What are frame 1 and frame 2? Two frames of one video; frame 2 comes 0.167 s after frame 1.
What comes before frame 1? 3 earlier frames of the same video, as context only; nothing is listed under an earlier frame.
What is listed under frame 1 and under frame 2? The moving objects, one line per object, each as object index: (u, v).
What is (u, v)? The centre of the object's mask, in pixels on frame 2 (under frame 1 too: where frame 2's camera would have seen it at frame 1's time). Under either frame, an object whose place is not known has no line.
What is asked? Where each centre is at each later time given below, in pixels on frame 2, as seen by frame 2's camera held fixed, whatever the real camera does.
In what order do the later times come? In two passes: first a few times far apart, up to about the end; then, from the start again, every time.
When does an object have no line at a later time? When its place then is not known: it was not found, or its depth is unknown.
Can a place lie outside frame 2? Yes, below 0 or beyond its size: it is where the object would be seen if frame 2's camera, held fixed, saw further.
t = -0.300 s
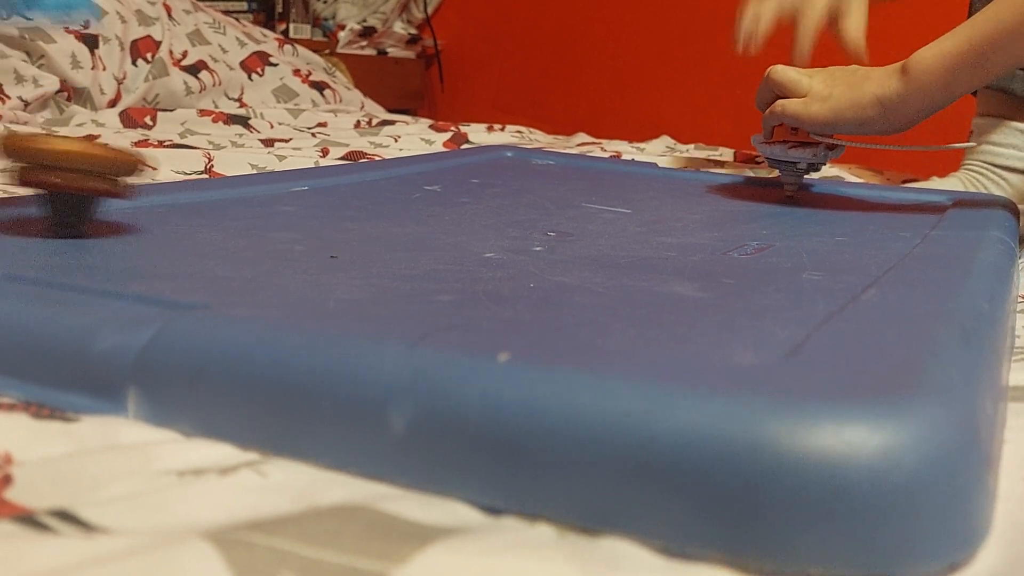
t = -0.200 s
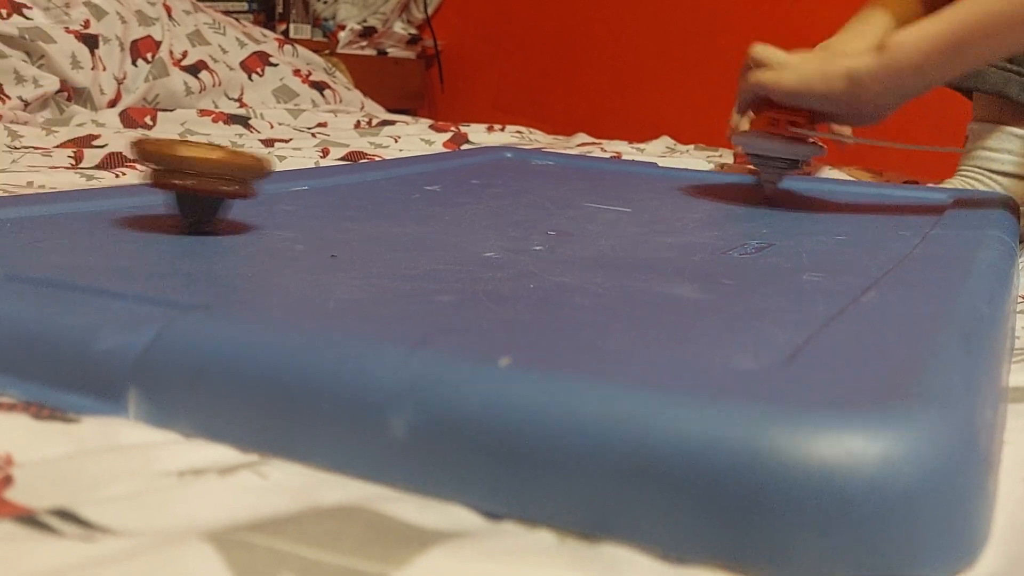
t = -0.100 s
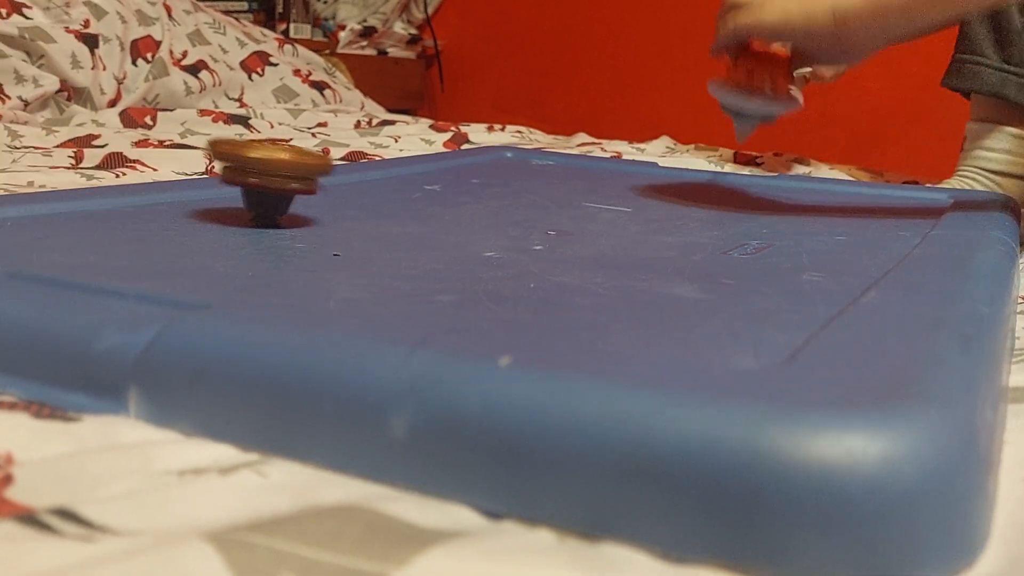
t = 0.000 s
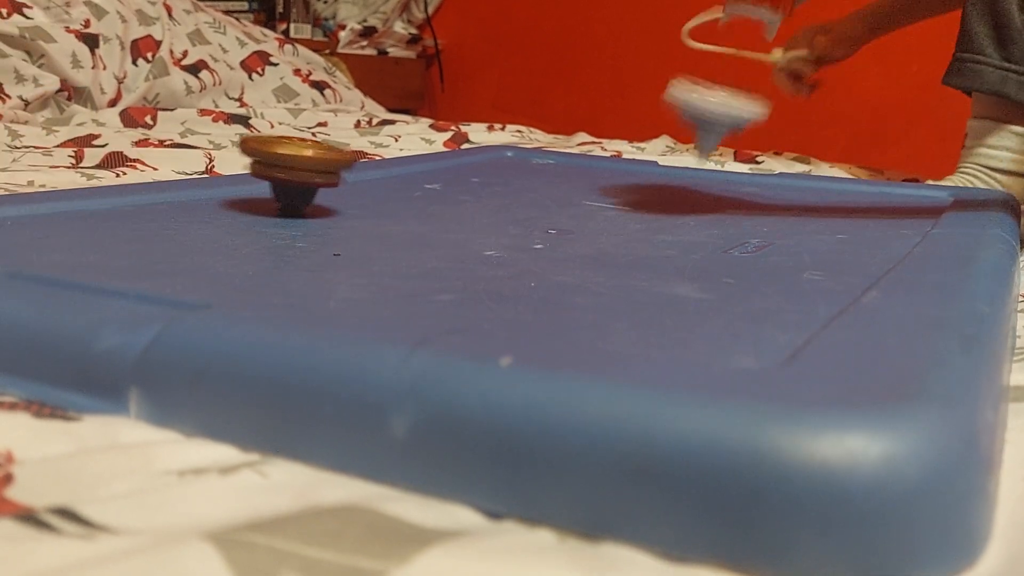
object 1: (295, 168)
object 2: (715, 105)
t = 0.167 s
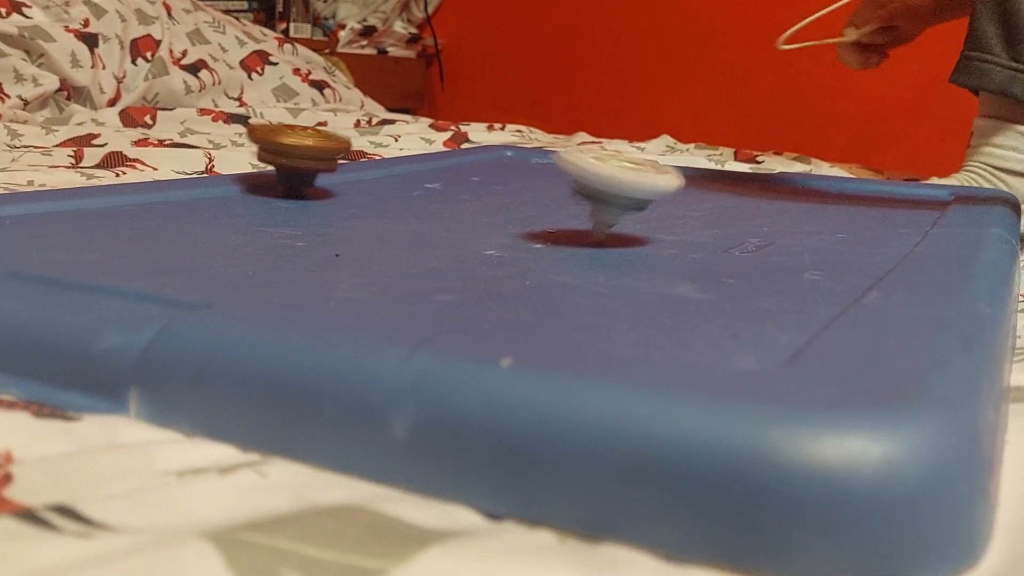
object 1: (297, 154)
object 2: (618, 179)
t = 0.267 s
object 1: (306, 151)
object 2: (524, 184)
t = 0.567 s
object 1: (363, 145)
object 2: (114, 170)
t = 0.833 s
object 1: (425, 141)
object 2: (51, 176)
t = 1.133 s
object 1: (505, 137)
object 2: (49, 170)
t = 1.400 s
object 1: (563, 133)
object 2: (63, 169)
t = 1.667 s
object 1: (565, 134)
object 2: (149, 171)
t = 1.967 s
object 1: (569, 138)
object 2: (300, 172)
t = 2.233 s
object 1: (556, 146)
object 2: (376, 164)
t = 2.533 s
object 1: (528, 159)
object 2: (414, 153)
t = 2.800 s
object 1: (509, 172)
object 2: (401, 140)
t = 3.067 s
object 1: (490, 184)
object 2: (390, 132)
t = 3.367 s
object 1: (473, 191)
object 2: (392, 131)
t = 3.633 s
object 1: (468, 191)
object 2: (392, 133)
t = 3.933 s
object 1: (461, 187)
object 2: (419, 138)
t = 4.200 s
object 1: (456, 180)
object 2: (476, 145)
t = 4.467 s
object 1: (460, 174)
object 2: (552, 156)
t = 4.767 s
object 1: (479, 171)
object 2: (658, 153)
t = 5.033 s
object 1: (503, 168)
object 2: (682, 148)
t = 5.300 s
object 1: (525, 168)
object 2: (675, 146)
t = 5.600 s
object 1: (532, 169)
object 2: (635, 146)
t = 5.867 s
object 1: (532, 169)
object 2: (597, 148)
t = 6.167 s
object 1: (538, 177)
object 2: (577, 143)
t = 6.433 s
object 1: (518, 177)
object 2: (576, 147)
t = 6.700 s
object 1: (490, 180)
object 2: (576, 152)
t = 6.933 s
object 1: (478, 178)
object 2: (586, 156)
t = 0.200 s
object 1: (295, 151)
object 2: (591, 182)
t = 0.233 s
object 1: (297, 148)
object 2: (559, 183)
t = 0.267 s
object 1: (306, 151)
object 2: (524, 184)
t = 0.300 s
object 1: (314, 151)
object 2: (485, 186)
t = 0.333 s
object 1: (320, 149)
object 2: (438, 187)
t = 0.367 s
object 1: (324, 136)
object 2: (387, 187)
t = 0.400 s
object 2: (333, 189)
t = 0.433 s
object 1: (338, 139)
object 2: (268, 189)
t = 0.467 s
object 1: (343, 147)
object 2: (191, 189)
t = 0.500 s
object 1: (348, 147)
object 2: (146, 161)
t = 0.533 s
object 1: (355, 146)
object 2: (129, 158)
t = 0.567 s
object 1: (363, 145)
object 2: (114, 170)
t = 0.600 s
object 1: (372, 145)
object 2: (112, 179)
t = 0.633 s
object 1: (381, 145)
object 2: (105, 178)
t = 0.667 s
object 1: (389, 145)
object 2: (97, 177)
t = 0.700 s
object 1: (396, 144)
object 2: (88, 176)
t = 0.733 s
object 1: (404, 143)
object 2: (77, 175)
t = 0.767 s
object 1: (410, 143)
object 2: (67, 176)
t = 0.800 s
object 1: (418, 142)
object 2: (59, 176)
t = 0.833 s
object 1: (425, 141)
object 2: (51, 176)
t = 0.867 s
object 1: (432, 141)
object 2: (52, 174)
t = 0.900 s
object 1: (439, 141)
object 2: (54, 175)
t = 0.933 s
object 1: (447, 140)
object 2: (55, 173)
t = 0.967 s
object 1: (454, 139)
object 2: (56, 172)
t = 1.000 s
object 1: (463, 139)
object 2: (57, 171)
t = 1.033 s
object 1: (471, 138)
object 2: (56, 171)
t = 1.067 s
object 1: (482, 138)
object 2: (54, 171)
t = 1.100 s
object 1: (492, 138)
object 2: (52, 170)
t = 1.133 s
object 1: (505, 137)
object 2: (49, 170)
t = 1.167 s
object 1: (516, 137)
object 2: (46, 170)
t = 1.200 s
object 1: (526, 137)
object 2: (48, 170)
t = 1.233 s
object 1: (535, 136)
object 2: (50, 170)
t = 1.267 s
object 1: (543, 136)
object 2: (52, 169)
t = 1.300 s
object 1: (549, 135)
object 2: (55, 169)
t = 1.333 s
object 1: (555, 134)
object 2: (57, 170)
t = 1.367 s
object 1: (559, 134)
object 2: (60, 169)
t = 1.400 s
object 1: (563, 133)
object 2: (63, 169)
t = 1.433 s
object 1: (567, 133)
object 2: (68, 169)
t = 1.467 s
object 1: (568, 132)
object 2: (73, 169)
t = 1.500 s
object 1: (567, 133)
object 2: (81, 168)
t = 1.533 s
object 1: (566, 133)
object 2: (91, 168)
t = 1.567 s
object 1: (565, 133)
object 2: (104, 169)
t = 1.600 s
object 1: (565, 133)
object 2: (117, 169)
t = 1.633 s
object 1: (565, 133)
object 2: (133, 170)
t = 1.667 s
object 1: (565, 134)
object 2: (149, 171)
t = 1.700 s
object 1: (565, 134)
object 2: (166, 172)
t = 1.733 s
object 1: (566, 135)
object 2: (186, 172)
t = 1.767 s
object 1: (567, 135)
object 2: (203, 173)
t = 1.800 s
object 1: (568, 135)
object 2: (221, 173)
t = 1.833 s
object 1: (568, 136)
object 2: (239, 173)
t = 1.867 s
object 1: (569, 137)
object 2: (256, 173)
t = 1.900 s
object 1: (569, 137)
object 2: (272, 173)
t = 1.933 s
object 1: (569, 138)
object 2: (286, 173)
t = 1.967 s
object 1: (569, 138)
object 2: (300, 172)
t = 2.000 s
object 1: (567, 139)
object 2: (313, 171)
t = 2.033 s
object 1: (565, 140)
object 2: (323, 170)
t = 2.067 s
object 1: (564, 141)
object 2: (333, 170)
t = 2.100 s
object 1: (562, 142)
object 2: (343, 168)
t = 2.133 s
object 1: (561, 143)
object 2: (352, 167)
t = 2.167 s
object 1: (559, 144)
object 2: (360, 167)
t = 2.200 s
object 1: (558, 145)
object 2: (367, 165)
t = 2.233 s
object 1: (556, 146)
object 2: (376, 164)
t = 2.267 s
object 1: (554, 148)
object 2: (382, 163)
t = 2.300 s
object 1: (551, 149)
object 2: (388, 162)
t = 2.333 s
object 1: (548, 150)
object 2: (393, 161)
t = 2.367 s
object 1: (546, 151)
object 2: (399, 160)
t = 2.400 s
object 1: (542, 153)
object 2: (402, 159)
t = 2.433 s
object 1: (539, 155)
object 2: (405, 157)
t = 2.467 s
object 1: (536, 156)
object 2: (408, 156)
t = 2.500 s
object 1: (532, 158)
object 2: (411, 155)
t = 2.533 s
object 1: (528, 159)
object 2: (414, 153)
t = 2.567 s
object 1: (525, 161)
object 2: (416, 152)
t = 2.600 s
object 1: (521, 163)
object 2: (418, 150)
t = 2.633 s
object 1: (517, 164)
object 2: (419, 149)
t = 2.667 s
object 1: (517, 166)
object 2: (416, 146)
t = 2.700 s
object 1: (515, 168)
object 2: (411, 145)
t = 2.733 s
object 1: (512, 169)
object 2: (406, 143)
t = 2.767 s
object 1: (510, 171)
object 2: (403, 141)
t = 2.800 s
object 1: (509, 172)
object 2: (401, 140)
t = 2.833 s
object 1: (506, 174)
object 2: (398, 138)
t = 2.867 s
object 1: (503, 175)
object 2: (396, 136)
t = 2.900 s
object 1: (499, 176)
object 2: (394, 135)
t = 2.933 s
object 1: (495, 178)
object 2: (393, 134)
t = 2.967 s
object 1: (493, 179)
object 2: (392, 134)
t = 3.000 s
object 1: (493, 181)
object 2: (391, 133)
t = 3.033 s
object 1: (492, 183)
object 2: (391, 132)
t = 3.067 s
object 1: (490, 184)
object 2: (390, 132)
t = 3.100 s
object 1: (488, 185)
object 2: (390, 131)
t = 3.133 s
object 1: (487, 186)
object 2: (389, 131)
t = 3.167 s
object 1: (485, 187)
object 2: (389, 131)
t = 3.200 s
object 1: (483, 188)
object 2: (390, 131)
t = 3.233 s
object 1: (481, 189)
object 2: (391, 131)
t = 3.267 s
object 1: (479, 189)
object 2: (391, 131)
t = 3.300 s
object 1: (477, 190)
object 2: (391, 131)
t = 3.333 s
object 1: (475, 190)
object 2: (391, 131)
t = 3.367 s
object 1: (473, 191)
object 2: (392, 131)
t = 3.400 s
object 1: (471, 191)
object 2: (391, 131)
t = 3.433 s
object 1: (469, 191)
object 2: (391, 131)
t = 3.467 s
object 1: (468, 191)
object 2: (391, 131)
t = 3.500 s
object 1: (468, 191)
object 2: (391, 132)
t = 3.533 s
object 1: (468, 191)
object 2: (391, 131)
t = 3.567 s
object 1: (468, 191)
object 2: (391, 132)
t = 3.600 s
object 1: (468, 191)
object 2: (391, 132)
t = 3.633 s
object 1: (468, 191)
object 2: (392, 133)
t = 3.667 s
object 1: (468, 191)
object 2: (393, 133)
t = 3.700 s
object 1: (468, 191)
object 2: (395, 133)
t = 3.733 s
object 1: (467, 190)
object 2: (396, 134)
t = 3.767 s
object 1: (465, 190)
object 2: (399, 134)
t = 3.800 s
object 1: (464, 189)
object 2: (400, 137)
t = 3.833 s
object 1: (463, 189)
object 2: (405, 137)
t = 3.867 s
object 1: (462, 188)
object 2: (409, 137)
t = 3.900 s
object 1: (460, 188)
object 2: (414, 140)
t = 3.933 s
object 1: (461, 187)
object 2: (419, 138)
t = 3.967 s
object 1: (462, 187)
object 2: (426, 140)
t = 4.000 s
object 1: (461, 186)
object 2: (430, 140)
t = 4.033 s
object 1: (459, 185)
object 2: (438, 140)
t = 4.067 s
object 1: (458, 184)
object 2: (445, 142)
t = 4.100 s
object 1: (457, 183)
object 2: (451, 143)
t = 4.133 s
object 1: (456, 182)
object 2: (460, 143)
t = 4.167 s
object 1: (456, 181)
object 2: (467, 144)
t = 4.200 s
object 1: (456, 180)
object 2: (476, 145)
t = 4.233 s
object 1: (456, 179)
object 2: (487, 146)
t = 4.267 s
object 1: (455, 178)
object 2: (496, 147)
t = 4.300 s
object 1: (454, 177)
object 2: (505, 150)
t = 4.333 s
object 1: (453, 176)
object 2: (515, 153)
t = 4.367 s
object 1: (455, 175)
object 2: (522, 154)
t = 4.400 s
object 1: (456, 175)
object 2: (529, 153)
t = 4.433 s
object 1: (457, 174)
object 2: (539, 155)
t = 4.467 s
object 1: (460, 174)
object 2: (552, 156)
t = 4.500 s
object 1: (461, 174)
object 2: (569, 156)
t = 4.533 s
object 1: (463, 173)
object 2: (583, 155)
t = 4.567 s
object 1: (465, 173)
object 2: (598, 155)
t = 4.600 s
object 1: (467, 172)
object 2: (611, 155)
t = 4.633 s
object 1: (469, 172)
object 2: (624, 155)
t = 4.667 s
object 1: (472, 172)
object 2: (635, 155)
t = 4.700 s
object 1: (475, 171)
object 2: (644, 154)
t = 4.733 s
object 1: (477, 171)
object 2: (651, 153)
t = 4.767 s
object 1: (479, 171)
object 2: (658, 153)
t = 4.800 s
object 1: (482, 170)
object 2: (664, 152)
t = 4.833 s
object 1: (484, 169)
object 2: (668, 152)
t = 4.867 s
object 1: (486, 169)
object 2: (673, 151)
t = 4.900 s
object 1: (489, 169)
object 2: (677, 150)
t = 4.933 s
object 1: (493, 169)
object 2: (679, 150)
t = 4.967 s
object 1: (496, 169)
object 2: (680, 149)
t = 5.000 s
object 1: (499, 169)
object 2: (681, 149)
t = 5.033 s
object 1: (503, 168)
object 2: (682, 148)
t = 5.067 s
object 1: (506, 168)
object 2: (682, 148)
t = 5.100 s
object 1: (509, 168)
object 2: (682, 147)
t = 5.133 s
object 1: (512, 168)
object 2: (682, 147)
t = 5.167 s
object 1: (515, 168)
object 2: (681, 147)
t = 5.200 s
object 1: (517, 168)
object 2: (681, 147)
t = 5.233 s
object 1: (520, 168)
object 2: (680, 146)
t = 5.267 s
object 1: (522, 168)
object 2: (678, 146)
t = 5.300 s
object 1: (525, 168)
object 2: (675, 146)
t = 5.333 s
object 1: (527, 168)
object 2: (673, 145)
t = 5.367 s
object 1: (528, 168)
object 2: (670, 145)
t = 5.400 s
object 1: (529, 168)
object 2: (667, 145)
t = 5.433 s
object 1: (531, 168)
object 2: (662, 145)
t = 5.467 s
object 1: (531, 169)
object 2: (658, 145)
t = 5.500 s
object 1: (532, 169)
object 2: (653, 145)
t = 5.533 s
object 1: (532, 169)
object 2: (647, 145)
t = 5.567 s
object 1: (532, 169)
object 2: (641, 145)
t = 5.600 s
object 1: (532, 169)
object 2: (635, 146)
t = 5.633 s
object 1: (532, 169)
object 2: (629, 146)
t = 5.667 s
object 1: (532, 169)
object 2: (624, 146)
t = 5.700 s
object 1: (532, 169)
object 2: (620, 146)
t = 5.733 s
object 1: (532, 169)
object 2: (613, 146)
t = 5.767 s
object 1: (532, 169)
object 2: (608, 147)
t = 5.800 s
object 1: (532, 169)
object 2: (605, 147)
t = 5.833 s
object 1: (533, 169)
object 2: (602, 147)
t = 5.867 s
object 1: (532, 169)
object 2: (597, 148)
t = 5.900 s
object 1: (532, 169)
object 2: (594, 148)
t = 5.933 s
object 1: (531, 170)
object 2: (592, 146)
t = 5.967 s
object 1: (530, 171)
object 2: (586, 147)
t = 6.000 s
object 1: (532, 173)
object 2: (584, 145)
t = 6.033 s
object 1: (536, 174)
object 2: (581, 144)
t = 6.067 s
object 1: (540, 175)
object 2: (579, 142)
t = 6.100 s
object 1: (542, 176)
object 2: (577, 142)
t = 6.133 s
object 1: (541, 176)
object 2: (577, 143)
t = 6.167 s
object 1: (538, 177)
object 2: (577, 143)
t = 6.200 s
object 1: (535, 177)
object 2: (577, 144)
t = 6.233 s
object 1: (534, 177)
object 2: (576, 144)
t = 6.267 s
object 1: (532, 177)
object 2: (576, 145)
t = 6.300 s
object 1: (530, 178)
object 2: (576, 145)
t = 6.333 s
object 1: (528, 178)
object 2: (576, 146)
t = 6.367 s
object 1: (525, 178)
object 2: (576, 146)
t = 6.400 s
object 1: (522, 177)
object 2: (576, 146)
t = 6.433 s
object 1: (518, 177)
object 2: (576, 147)
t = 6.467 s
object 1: (513, 178)
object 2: (575, 148)
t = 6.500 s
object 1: (509, 179)
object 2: (574, 148)
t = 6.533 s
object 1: (507, 179)
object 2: (574, 149)
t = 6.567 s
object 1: (504, 179)
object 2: (574, 149)
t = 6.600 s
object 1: (500, 179)
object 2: (575, 150)
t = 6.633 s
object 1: (495, 179)
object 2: (576, 151)
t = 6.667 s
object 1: (490, 179)
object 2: (575, 151)
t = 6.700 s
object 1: (490, 180)
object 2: (576, 152)
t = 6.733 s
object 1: (489, 180)
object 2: (577, 152)
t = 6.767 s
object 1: (489, 180)
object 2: (578, 153)
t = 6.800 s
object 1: (487, 180)
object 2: (580, 154)
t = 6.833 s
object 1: (486, 179)
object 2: (581, 154)
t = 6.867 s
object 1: (484, 179)
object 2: (583, 155)
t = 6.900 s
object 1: (482, 178)
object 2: (584, 156)
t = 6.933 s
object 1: (478, 178)
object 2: (586, 156)
